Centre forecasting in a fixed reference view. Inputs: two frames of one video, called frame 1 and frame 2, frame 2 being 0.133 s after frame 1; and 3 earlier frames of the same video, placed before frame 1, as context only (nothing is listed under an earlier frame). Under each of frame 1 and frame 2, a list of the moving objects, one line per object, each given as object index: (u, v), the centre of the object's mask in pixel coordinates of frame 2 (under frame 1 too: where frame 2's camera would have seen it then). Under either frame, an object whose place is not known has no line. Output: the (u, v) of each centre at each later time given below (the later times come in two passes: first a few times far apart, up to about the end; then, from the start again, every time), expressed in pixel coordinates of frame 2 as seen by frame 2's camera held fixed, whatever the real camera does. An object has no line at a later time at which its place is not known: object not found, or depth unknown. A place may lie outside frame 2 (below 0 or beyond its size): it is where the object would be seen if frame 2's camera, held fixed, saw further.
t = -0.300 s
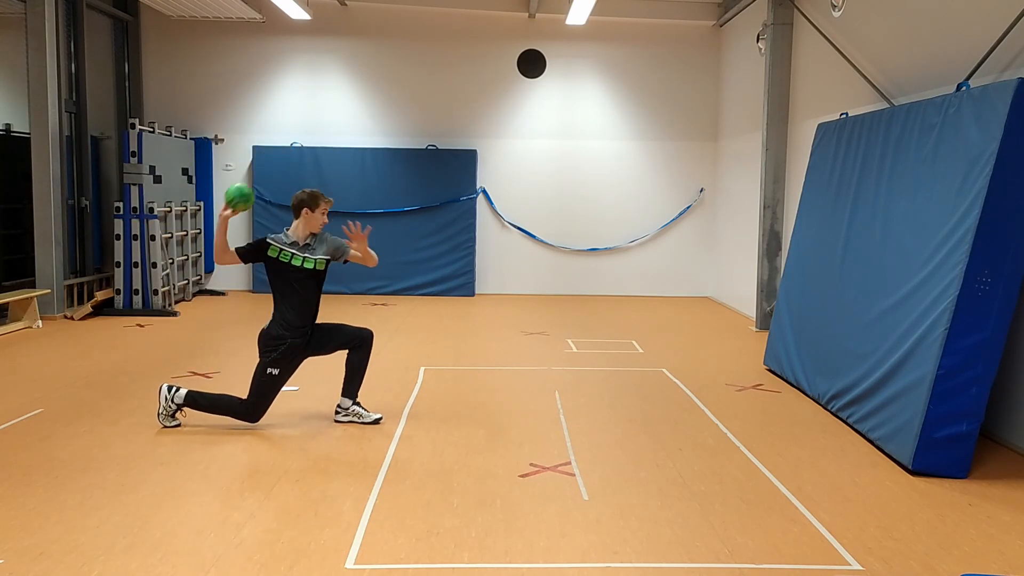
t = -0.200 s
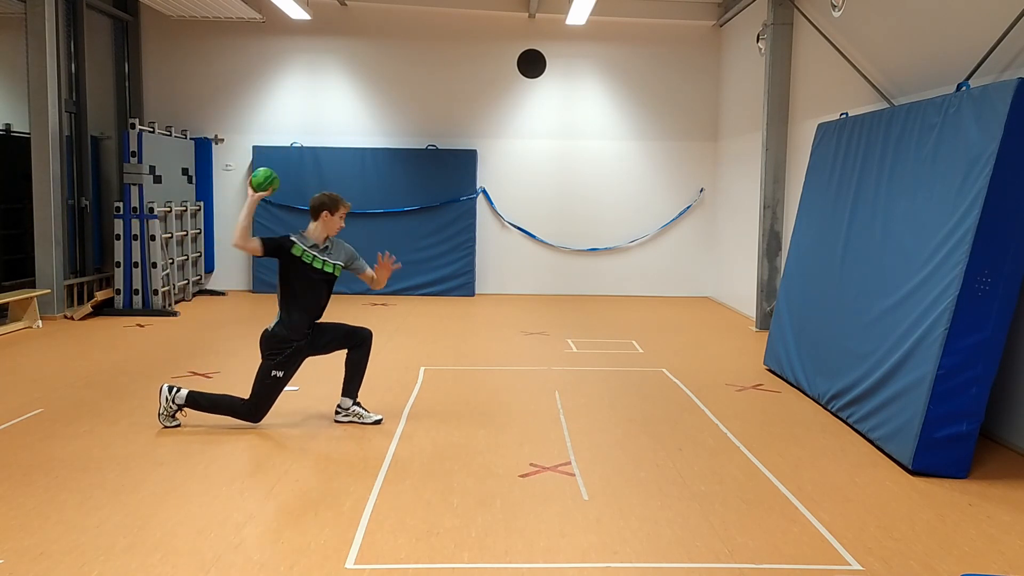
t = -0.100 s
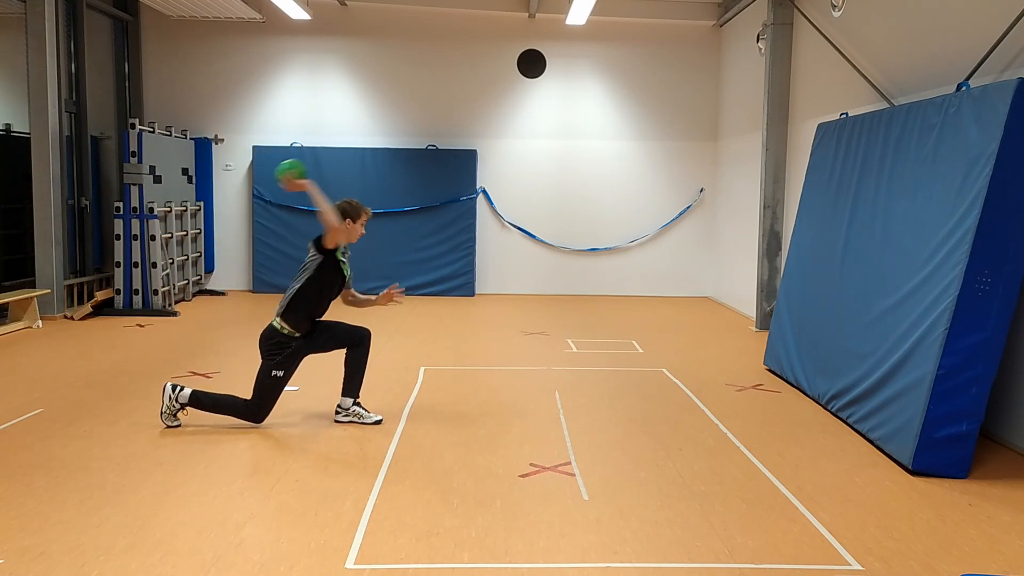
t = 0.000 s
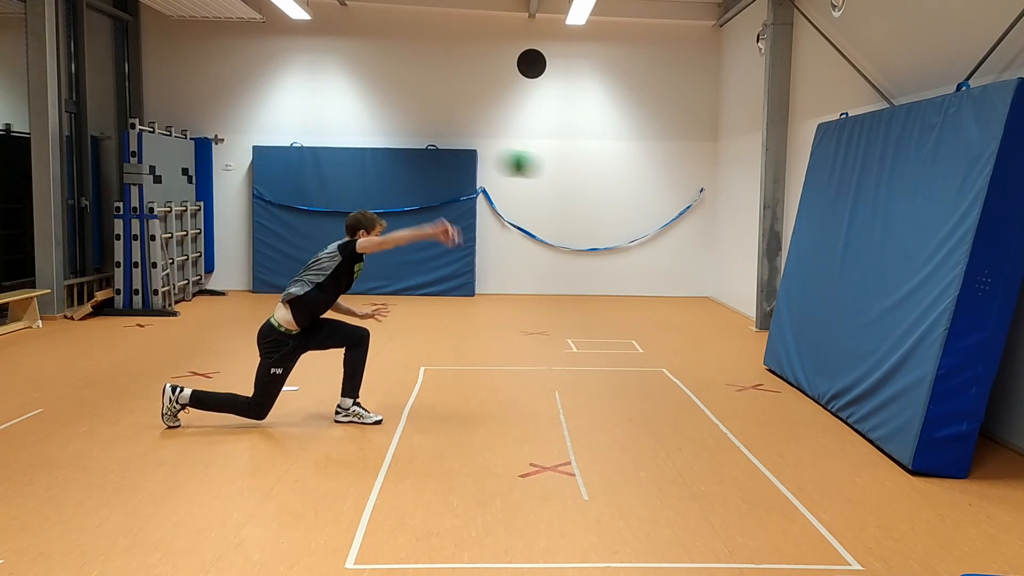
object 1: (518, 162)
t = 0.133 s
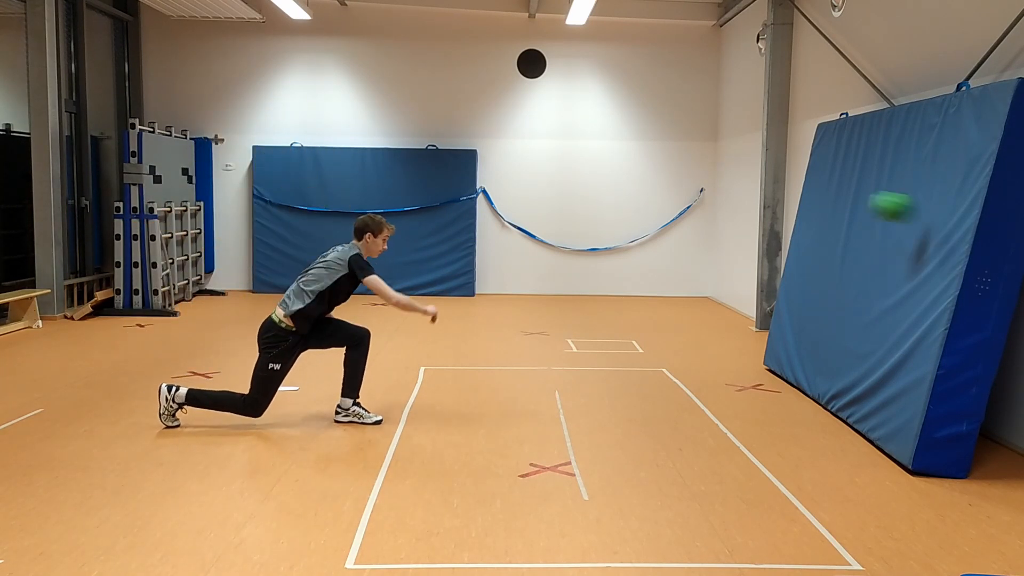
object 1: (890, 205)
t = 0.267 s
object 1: (856, 205)
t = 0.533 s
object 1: (690, 274)
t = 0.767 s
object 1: (557, 416)
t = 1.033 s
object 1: (479, 322)
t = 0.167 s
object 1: (921, 211)
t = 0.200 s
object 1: (899, 207)
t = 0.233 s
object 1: (877, 205)
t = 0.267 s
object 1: (856, 205)
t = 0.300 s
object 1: (834, 207)
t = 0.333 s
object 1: (812, 211)
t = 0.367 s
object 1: (792, 217)
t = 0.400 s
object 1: (771, 225)
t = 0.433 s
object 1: (751, 234)
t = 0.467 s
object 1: (730, 246)
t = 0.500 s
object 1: (710, 259)
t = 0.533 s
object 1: (690, 274)
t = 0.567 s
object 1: (670, 290)
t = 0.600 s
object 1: (651, 309)
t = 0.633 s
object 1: (631, 328)
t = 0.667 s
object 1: (612, 350)
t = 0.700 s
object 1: (592, 373)
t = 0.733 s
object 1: (574, 398)
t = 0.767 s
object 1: (557, 416)
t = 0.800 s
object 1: (547, 397)
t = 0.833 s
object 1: (537, 381)
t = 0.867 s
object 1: (527, 367)
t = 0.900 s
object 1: (518, 355)
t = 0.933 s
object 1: (508, 344)
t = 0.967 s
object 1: (499, 335)
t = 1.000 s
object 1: (489, 328)
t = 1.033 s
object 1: (479, 322)
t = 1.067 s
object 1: (469, 318)
